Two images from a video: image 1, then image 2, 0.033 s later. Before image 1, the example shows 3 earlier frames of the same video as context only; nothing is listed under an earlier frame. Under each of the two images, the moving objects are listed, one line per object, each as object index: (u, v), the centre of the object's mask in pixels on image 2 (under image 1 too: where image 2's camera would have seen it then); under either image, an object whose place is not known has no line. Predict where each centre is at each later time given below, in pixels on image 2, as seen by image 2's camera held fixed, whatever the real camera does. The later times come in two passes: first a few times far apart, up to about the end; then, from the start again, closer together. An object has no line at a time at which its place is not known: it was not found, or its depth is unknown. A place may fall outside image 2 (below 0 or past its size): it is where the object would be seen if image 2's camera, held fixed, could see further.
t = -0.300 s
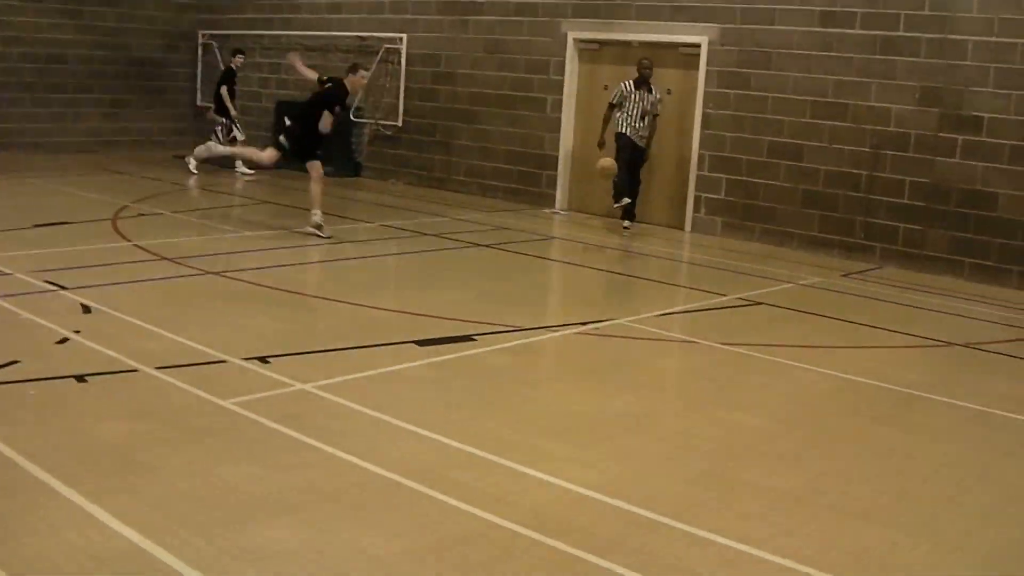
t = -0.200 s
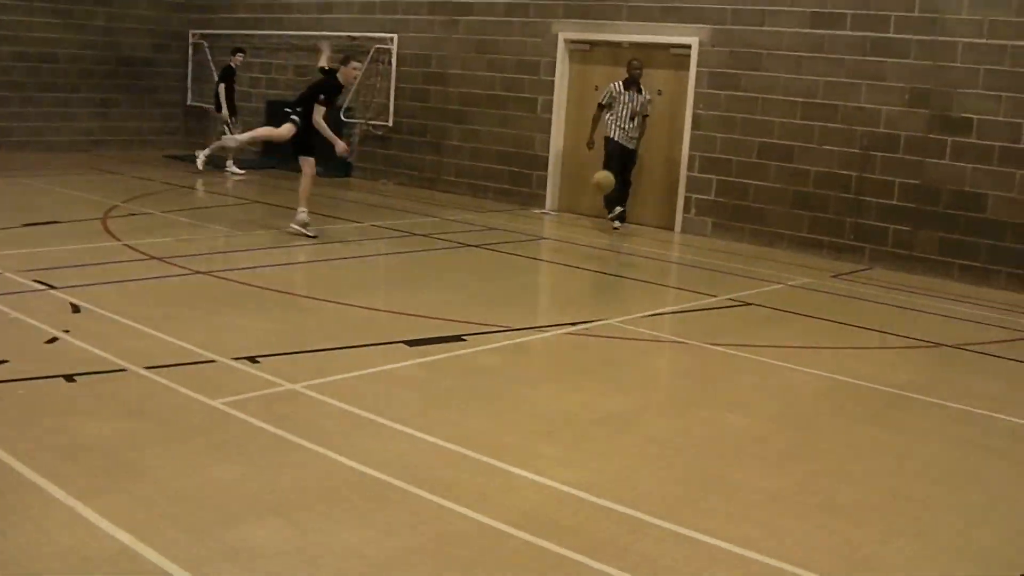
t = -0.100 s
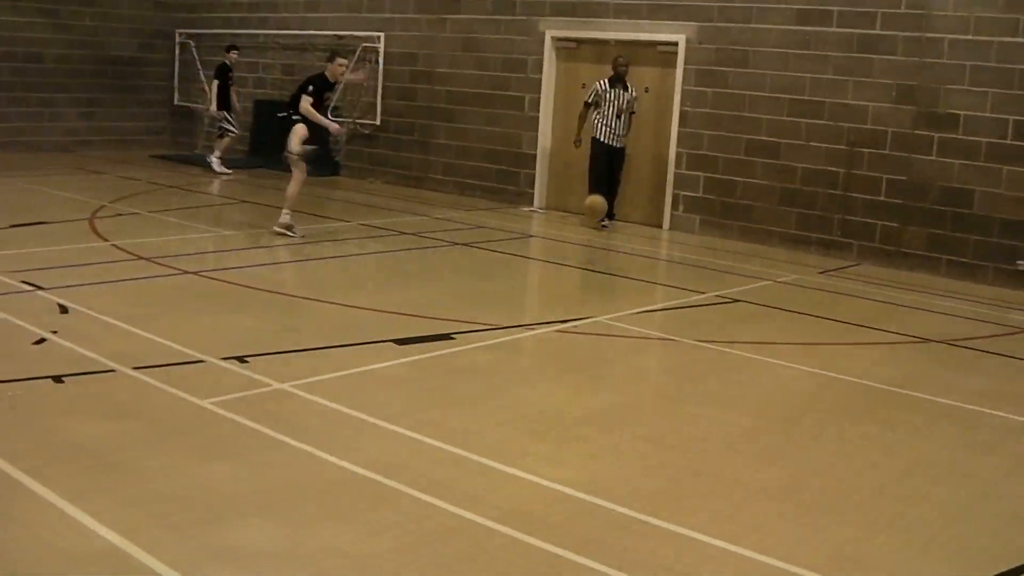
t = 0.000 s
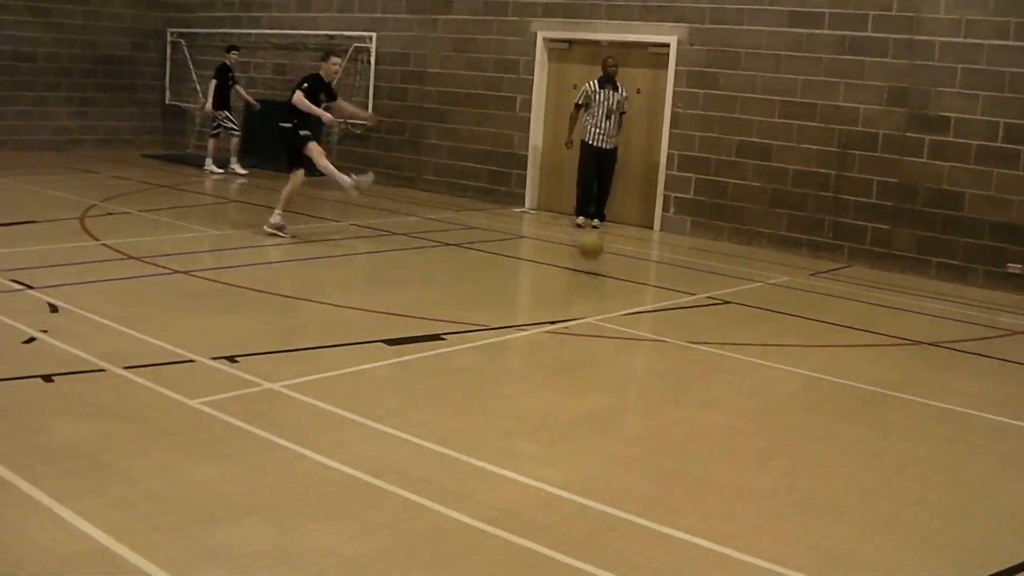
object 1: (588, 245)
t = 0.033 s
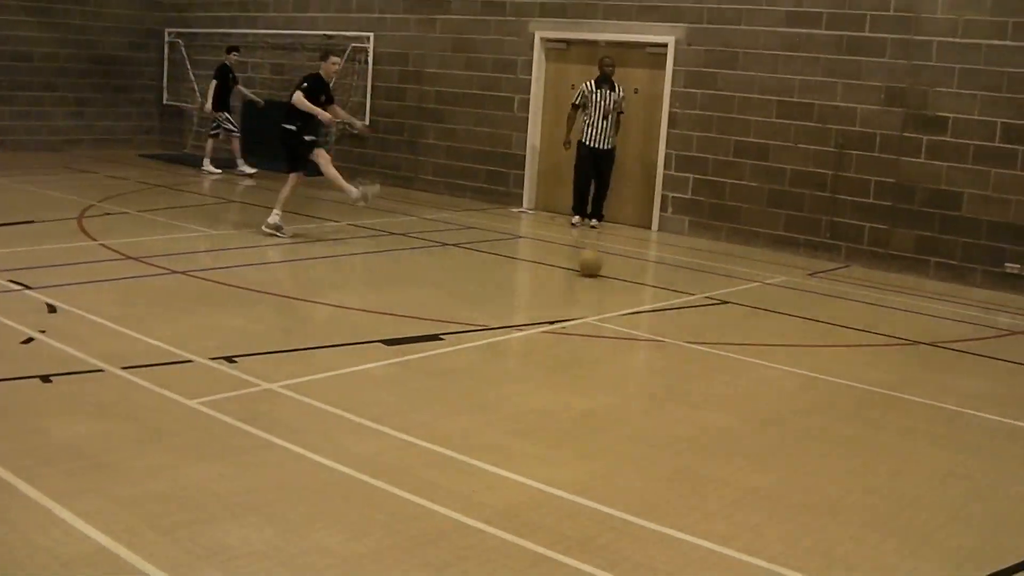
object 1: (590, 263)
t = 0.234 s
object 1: (624, 218)
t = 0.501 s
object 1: (669, 230)
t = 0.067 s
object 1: (595, 257)
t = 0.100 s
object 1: (601, 249)
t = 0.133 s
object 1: (607, 242)
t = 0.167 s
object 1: (613, 231)
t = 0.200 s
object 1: (618, 224)
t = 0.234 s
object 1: (624, 218)
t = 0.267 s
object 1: (631, 215)
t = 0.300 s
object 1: (636, 214)
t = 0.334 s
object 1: (641, 214)
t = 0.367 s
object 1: (646, 214)
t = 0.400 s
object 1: (651, 215)
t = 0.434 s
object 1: (658, 218)
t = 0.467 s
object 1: (665, 222)
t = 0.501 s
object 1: (669, 230)
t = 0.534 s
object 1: (672, 238)
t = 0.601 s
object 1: (678, 261)
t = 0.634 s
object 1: (683, 277)
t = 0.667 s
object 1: (687, 290)
